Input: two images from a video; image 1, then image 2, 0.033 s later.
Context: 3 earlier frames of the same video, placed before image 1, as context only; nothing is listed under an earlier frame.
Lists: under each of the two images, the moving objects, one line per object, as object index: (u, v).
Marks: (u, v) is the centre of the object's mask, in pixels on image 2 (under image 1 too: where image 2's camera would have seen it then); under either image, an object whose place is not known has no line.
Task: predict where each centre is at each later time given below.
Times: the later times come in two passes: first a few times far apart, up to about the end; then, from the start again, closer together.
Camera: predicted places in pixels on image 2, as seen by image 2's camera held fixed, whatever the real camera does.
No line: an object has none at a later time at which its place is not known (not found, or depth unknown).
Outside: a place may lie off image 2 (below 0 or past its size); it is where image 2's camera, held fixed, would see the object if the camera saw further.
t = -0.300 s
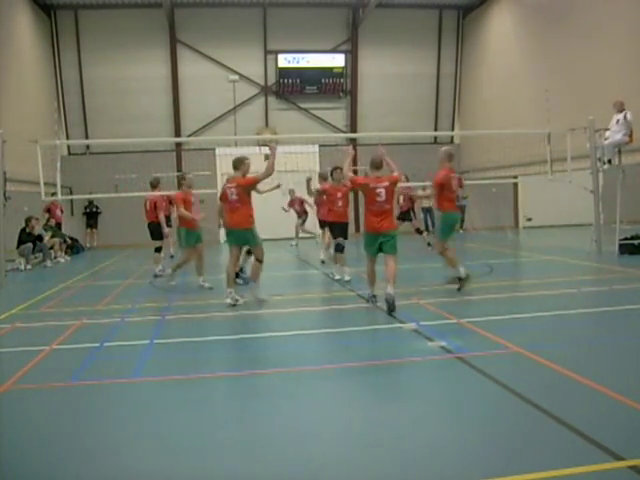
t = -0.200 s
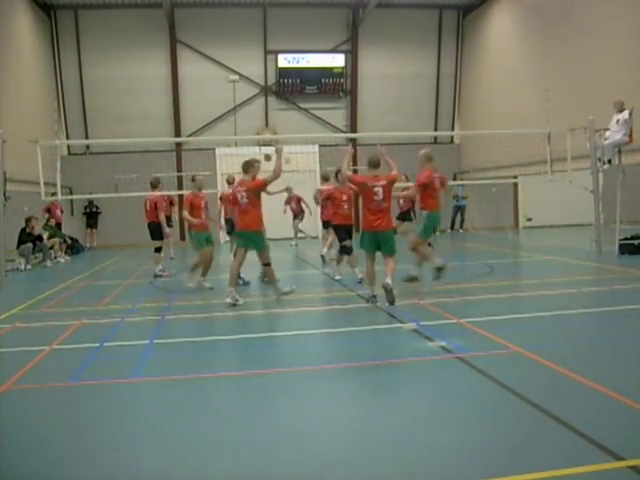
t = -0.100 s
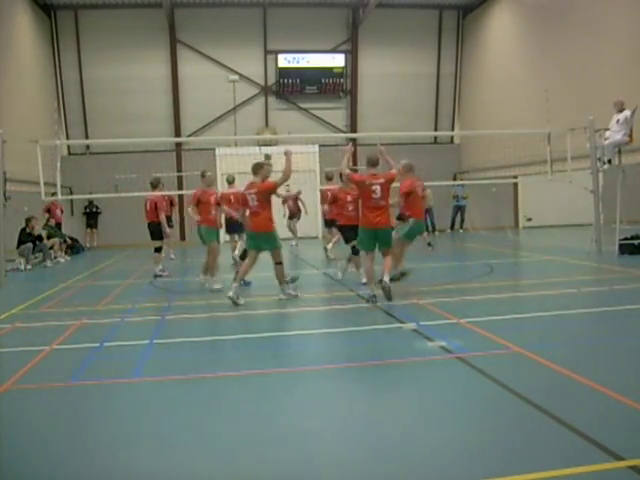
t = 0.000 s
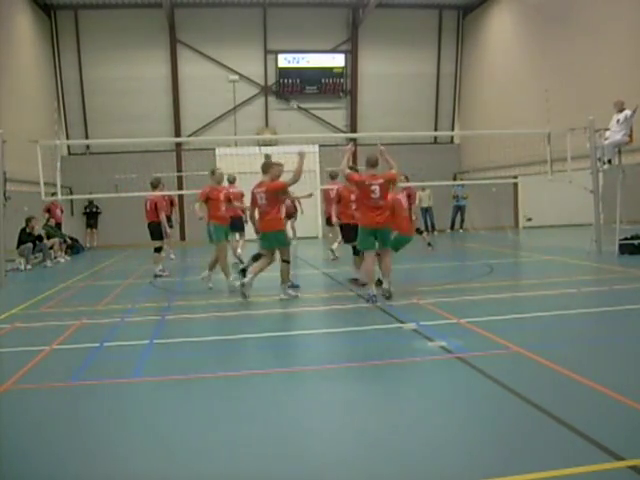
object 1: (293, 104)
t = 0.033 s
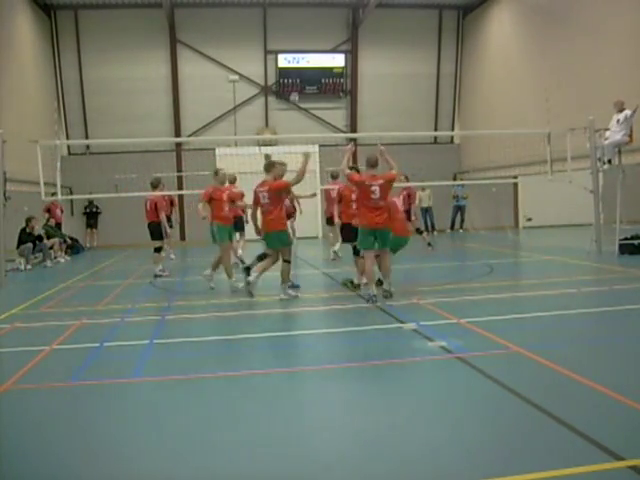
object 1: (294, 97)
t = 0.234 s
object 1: (301, 55)
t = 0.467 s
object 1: (313, 24)
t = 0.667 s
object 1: (325, 12)
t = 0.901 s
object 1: (342, 19)
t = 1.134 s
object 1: (358, 55)
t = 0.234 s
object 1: (301, 55)
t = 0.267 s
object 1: (303, 51)
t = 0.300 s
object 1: (304, 45)
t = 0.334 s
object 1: (307, 40)
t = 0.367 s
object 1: (308, 35)
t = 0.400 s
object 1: (309, 31)
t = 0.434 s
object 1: (311, 27)
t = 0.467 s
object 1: (313, 24)
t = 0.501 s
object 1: (315, 21)
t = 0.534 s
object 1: (317, 18)
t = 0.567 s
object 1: (319, 16)
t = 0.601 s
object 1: (321, 14)
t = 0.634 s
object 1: (323, 13)
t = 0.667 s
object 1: (325, 12)
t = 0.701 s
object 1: (327, 12)
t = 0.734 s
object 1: (329, 12)
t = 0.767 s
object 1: (331, 12)
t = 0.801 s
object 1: (334, 13)
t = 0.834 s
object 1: (336, 15)
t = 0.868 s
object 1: (339, 17)
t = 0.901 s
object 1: (342, 19)
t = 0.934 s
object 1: (344, 23)
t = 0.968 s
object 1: (346, 27)
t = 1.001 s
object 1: (349, 32)
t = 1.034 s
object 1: (351, 37)
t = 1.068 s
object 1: (353, 42)
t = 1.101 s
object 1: (356, 47)
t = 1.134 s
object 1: (358, 55)
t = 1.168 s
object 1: (362, 64)
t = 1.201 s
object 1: (364, 72)
